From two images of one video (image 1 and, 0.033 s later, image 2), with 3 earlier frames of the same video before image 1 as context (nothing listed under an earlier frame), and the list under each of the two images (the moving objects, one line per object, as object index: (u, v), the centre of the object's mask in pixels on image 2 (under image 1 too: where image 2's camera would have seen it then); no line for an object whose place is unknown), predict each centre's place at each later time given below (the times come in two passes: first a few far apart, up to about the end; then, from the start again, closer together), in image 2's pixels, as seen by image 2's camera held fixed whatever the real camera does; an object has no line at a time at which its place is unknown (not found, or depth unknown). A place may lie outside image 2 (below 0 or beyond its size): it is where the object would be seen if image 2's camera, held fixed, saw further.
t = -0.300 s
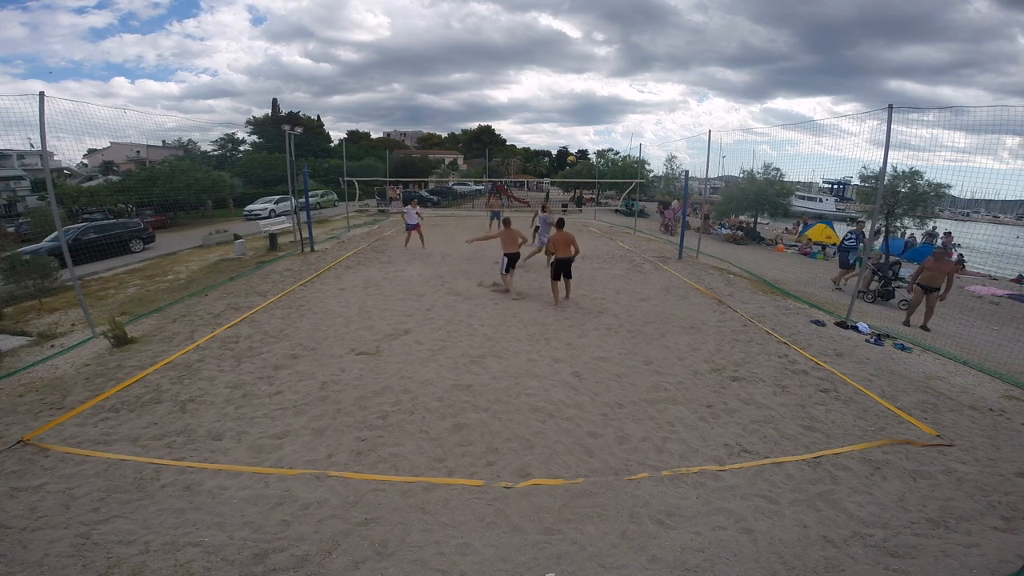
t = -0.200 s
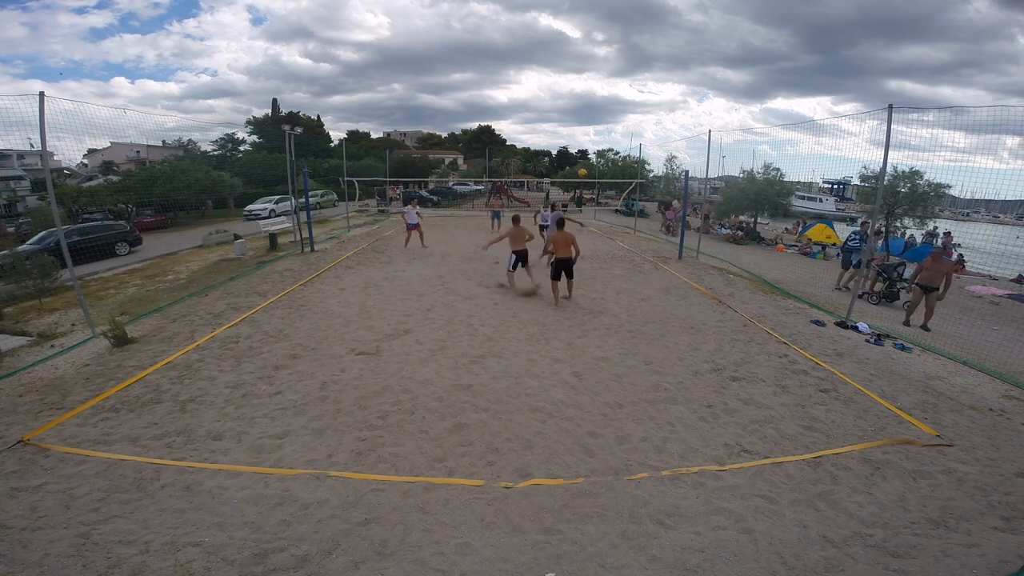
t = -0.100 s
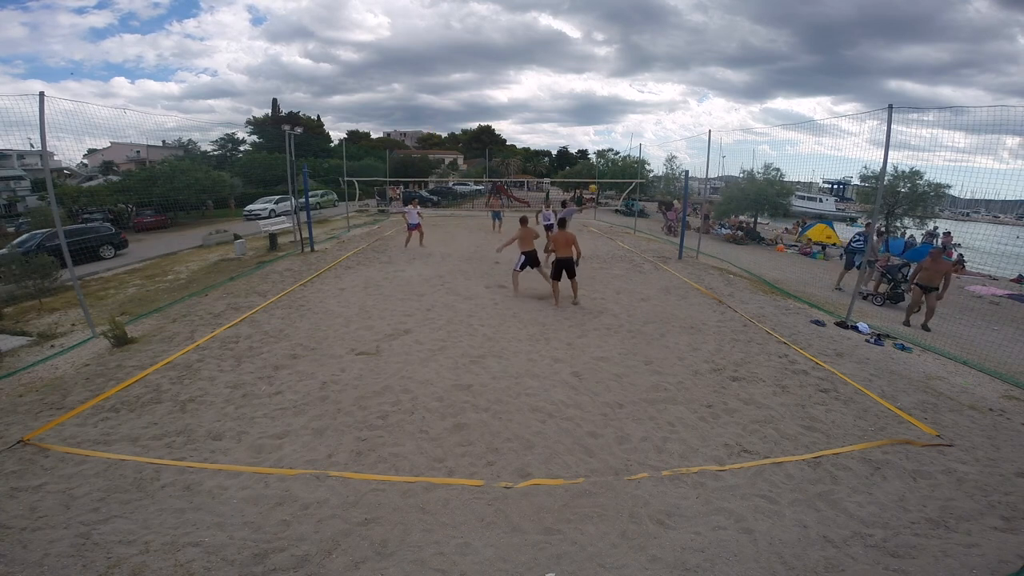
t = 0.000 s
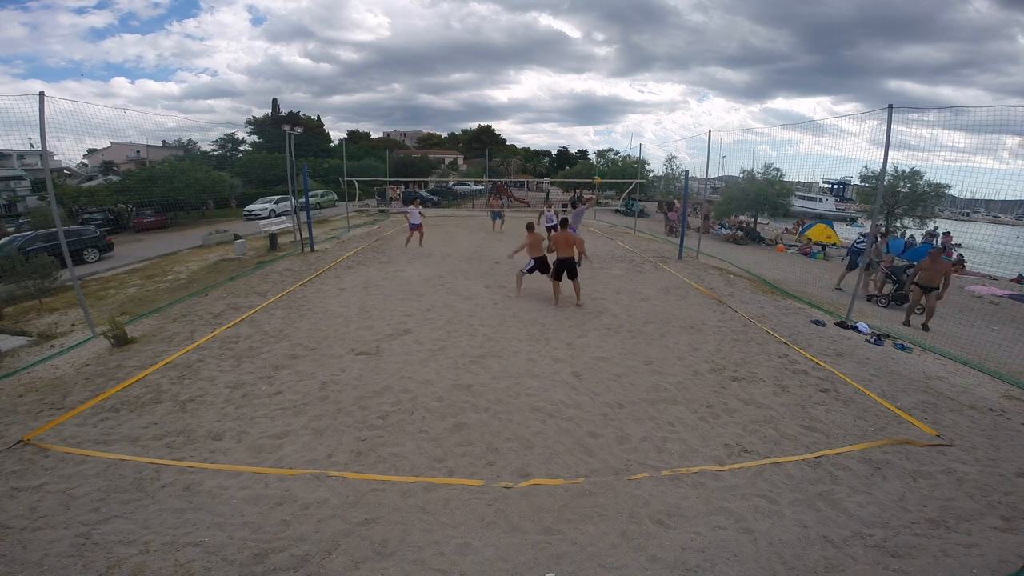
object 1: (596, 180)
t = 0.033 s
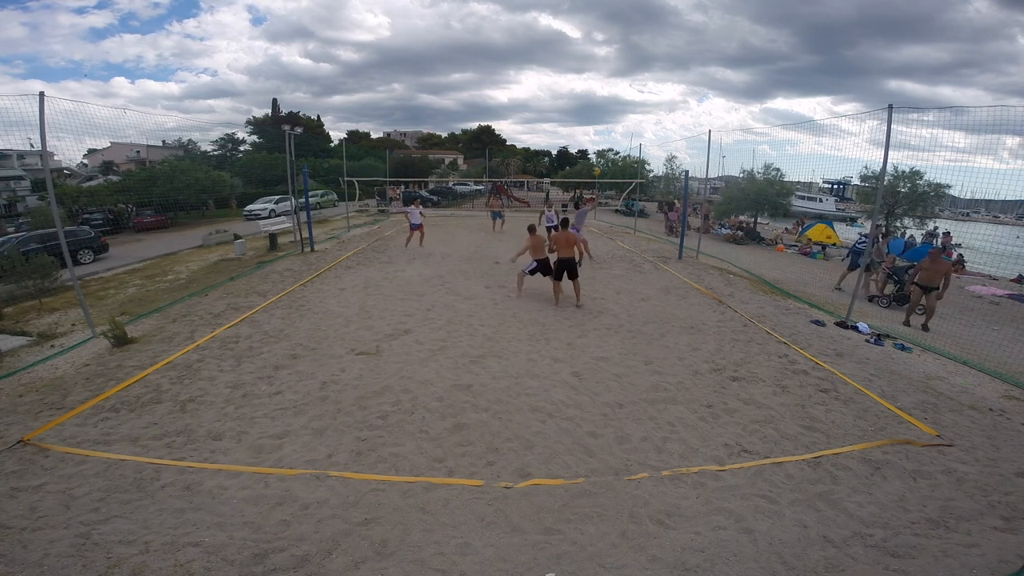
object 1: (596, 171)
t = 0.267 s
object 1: (592, 117)
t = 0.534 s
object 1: (587, 76)
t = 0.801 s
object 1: (582, 60)
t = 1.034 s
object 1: (578, 69)
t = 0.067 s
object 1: (596, 162)
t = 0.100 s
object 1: (598, 154)
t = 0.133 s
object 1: (594, 146)
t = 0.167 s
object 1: (594, 138)
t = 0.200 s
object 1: (593, 131)
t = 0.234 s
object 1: (593, 124)
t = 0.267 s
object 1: (592, 117)
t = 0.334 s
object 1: (591, 105)
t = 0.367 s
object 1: (590, 96)
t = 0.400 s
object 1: (589, 93)
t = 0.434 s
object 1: (589, 88)
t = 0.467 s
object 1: (588, 84)
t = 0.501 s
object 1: (588, 80)
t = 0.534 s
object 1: (587, 76)
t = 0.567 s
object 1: (587, 73)
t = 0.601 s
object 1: (586, 70)
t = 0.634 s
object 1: (586, 67)
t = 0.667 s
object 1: (585, 65)
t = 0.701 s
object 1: (584, 63)
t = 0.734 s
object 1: (584, 62)
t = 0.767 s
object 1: (583, 61)
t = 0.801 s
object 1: (582, 60)
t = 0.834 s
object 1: (582, 60)
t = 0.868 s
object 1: (581, 60)
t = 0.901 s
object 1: (581, 61)
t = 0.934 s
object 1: (580, 62)
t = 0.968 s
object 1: (579, 64)
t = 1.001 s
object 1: (579, 66)
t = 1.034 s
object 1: (578, 69)
